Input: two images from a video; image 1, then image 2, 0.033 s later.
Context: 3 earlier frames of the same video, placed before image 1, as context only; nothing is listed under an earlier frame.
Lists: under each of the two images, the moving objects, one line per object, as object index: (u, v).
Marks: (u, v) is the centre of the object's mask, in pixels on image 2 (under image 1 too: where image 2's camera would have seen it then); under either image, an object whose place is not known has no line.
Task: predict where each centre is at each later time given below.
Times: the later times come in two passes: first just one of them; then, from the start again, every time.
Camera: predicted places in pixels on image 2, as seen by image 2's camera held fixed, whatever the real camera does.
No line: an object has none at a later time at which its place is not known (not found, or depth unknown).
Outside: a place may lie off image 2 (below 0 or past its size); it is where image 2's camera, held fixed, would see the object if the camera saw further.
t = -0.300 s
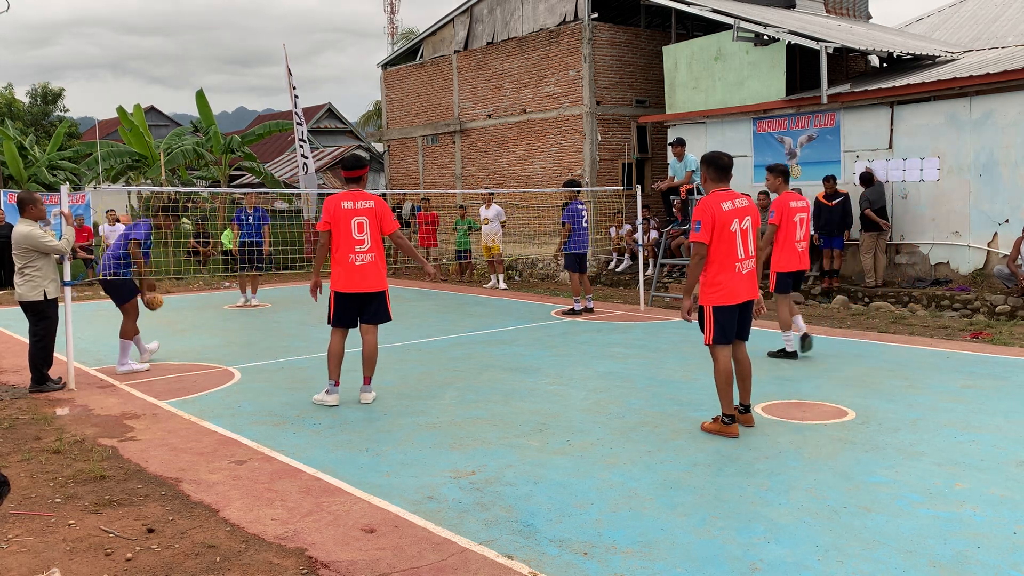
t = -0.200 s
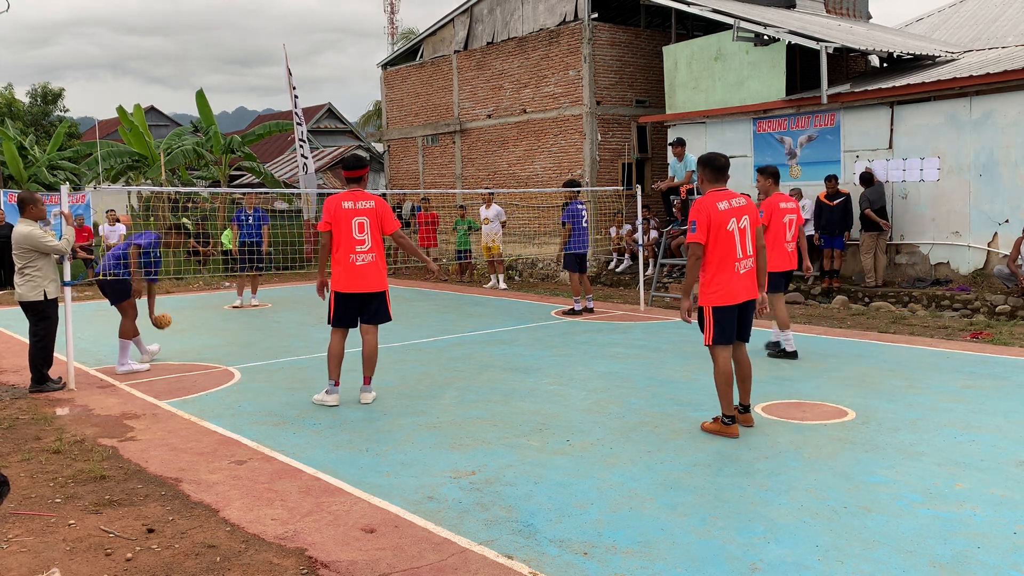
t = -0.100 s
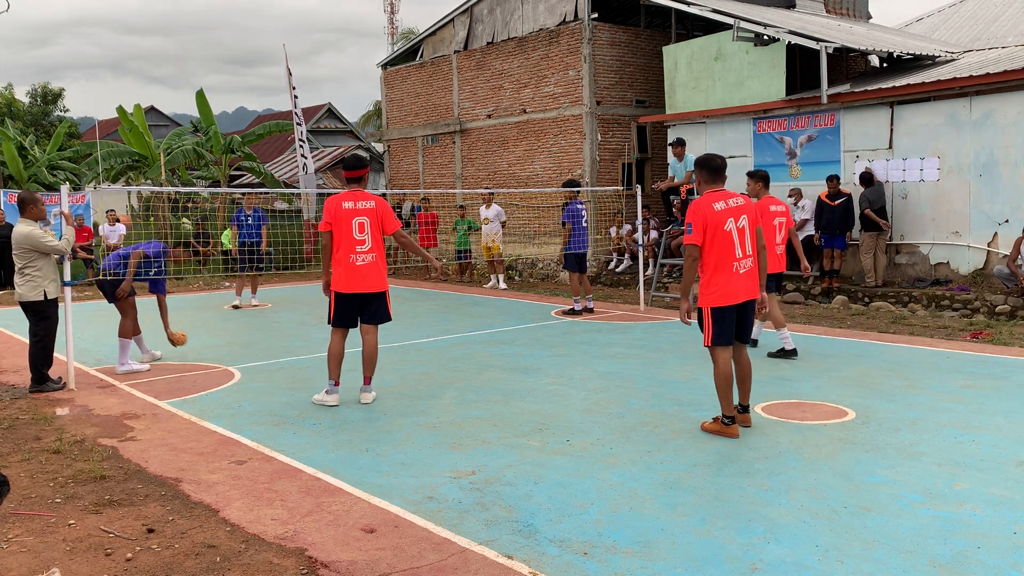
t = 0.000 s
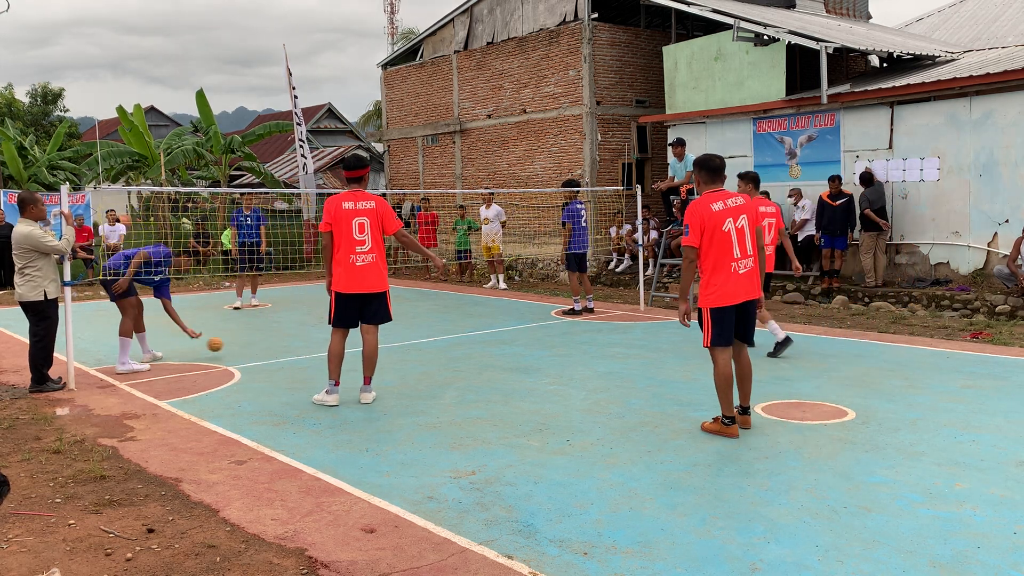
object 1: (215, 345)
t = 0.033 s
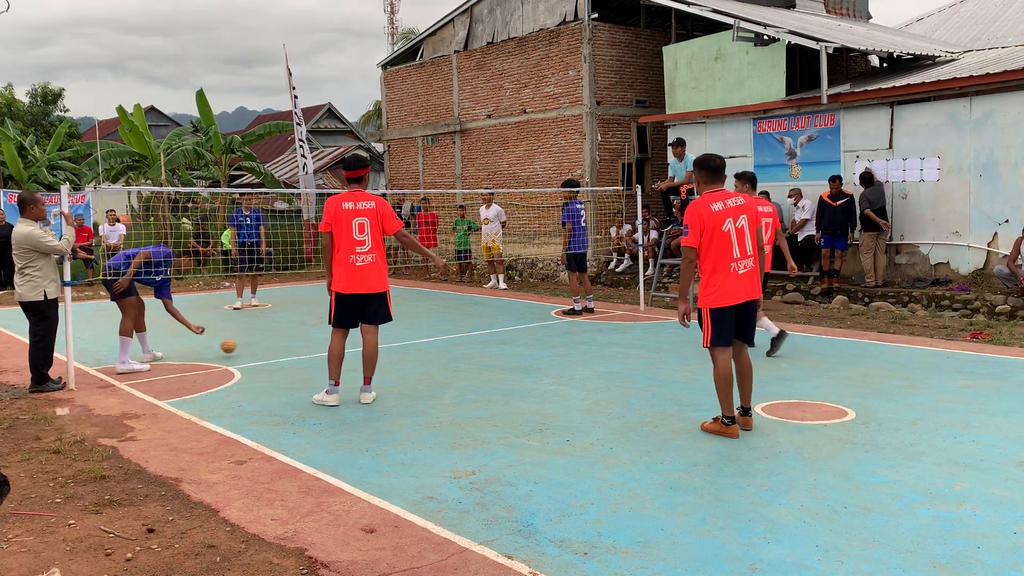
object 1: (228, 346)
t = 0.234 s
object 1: (301, 343)
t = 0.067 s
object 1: (241, 349)
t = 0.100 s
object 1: (254, 346)
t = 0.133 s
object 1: (266, 344)
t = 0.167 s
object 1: (278, 344)
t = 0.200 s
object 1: (290, 344)
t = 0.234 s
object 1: (301, 343)
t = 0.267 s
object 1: (312, 342)
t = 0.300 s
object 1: (322, 342)
